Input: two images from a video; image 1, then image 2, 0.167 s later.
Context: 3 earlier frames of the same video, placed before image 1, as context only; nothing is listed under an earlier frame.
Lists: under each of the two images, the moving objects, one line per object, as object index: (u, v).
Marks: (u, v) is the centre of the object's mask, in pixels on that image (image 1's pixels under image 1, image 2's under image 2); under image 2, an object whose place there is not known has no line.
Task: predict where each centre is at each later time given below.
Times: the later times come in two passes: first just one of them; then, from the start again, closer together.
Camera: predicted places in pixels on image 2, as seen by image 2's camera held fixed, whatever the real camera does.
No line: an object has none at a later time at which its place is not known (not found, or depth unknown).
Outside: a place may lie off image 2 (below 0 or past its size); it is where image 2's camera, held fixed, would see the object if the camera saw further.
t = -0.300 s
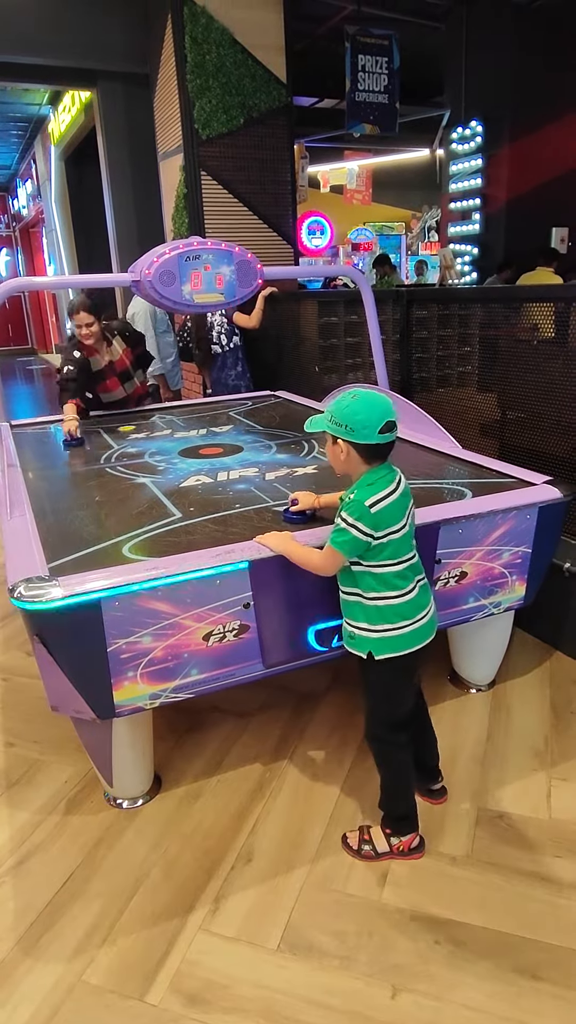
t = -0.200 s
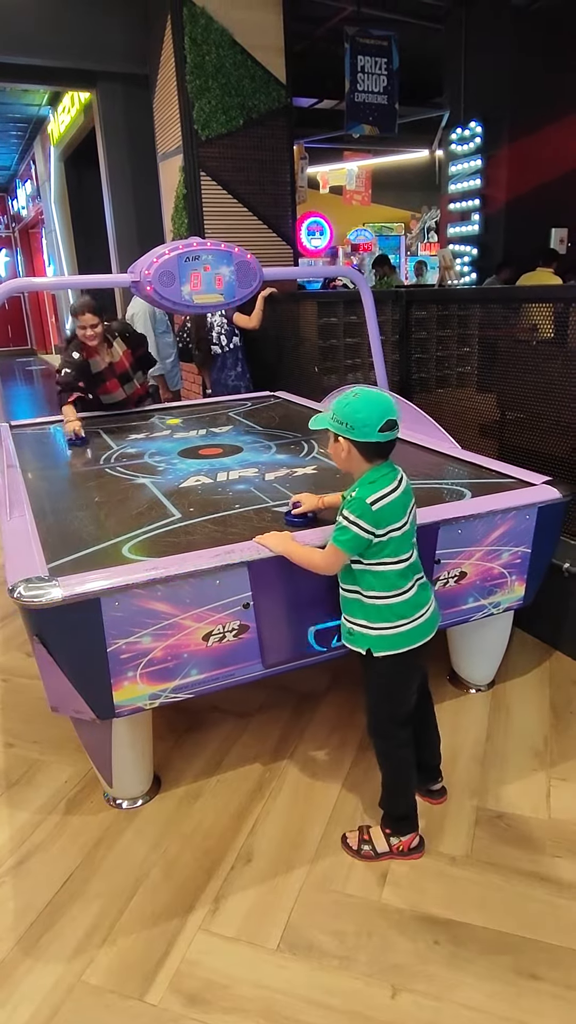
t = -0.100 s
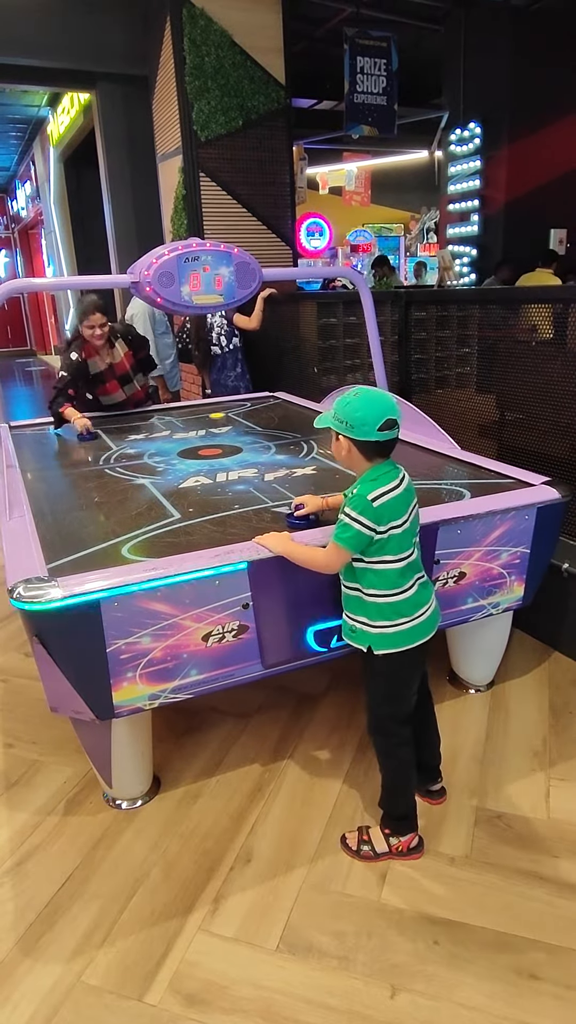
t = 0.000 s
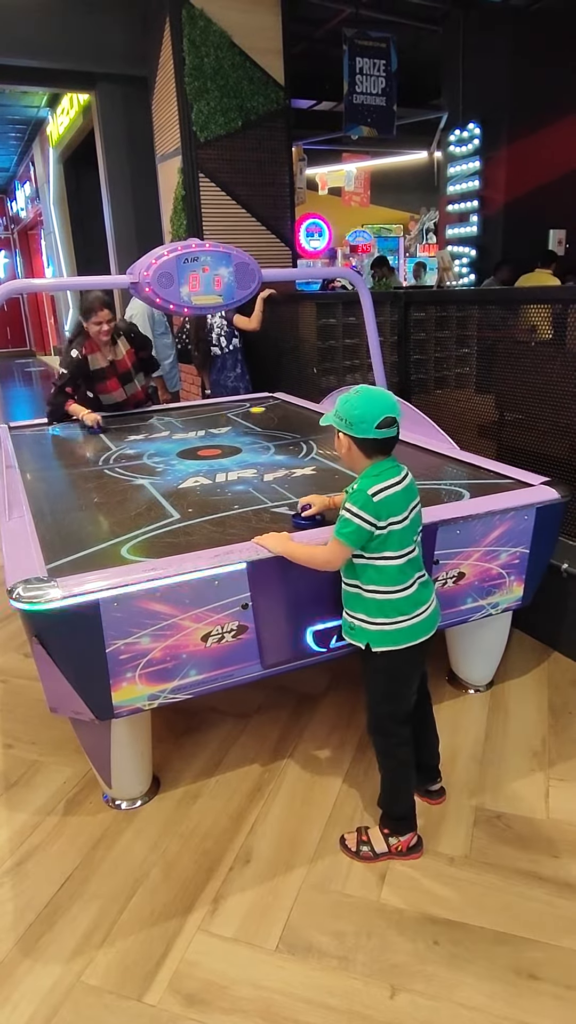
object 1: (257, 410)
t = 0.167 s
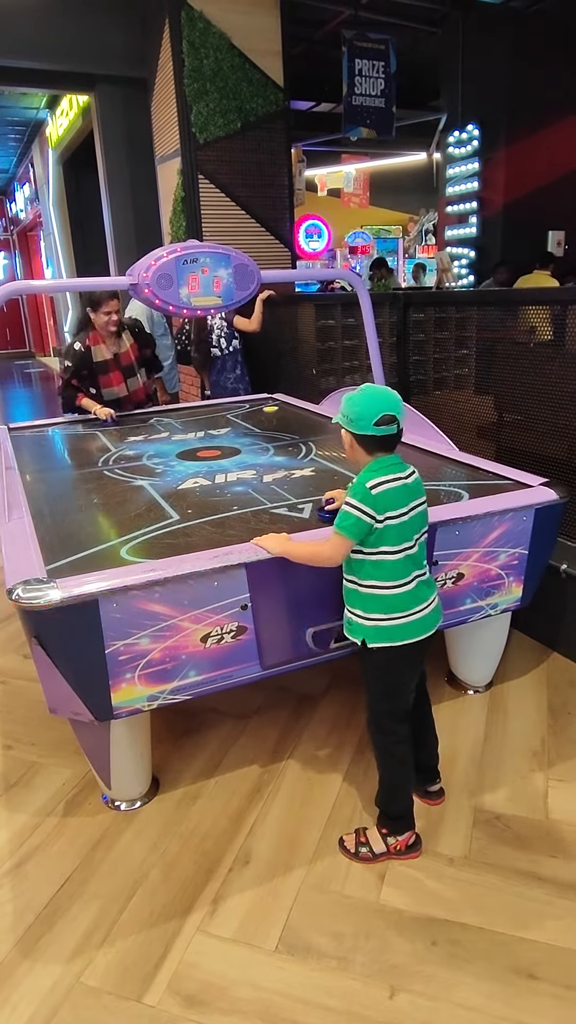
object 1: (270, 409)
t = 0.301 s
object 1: (233, 415)
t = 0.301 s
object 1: (233, 415)
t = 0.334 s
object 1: (224, 416)
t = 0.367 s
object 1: (214, 418)
